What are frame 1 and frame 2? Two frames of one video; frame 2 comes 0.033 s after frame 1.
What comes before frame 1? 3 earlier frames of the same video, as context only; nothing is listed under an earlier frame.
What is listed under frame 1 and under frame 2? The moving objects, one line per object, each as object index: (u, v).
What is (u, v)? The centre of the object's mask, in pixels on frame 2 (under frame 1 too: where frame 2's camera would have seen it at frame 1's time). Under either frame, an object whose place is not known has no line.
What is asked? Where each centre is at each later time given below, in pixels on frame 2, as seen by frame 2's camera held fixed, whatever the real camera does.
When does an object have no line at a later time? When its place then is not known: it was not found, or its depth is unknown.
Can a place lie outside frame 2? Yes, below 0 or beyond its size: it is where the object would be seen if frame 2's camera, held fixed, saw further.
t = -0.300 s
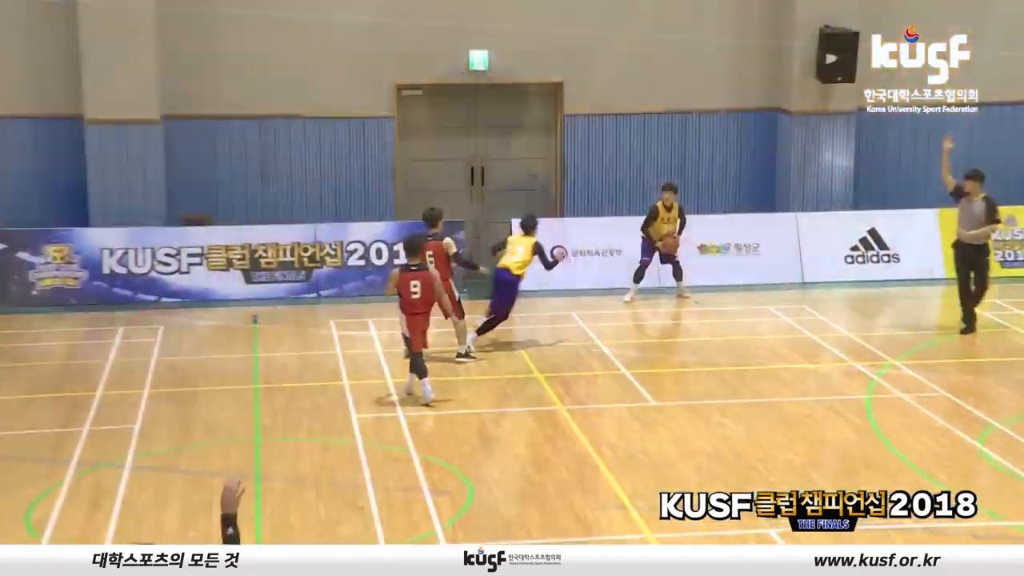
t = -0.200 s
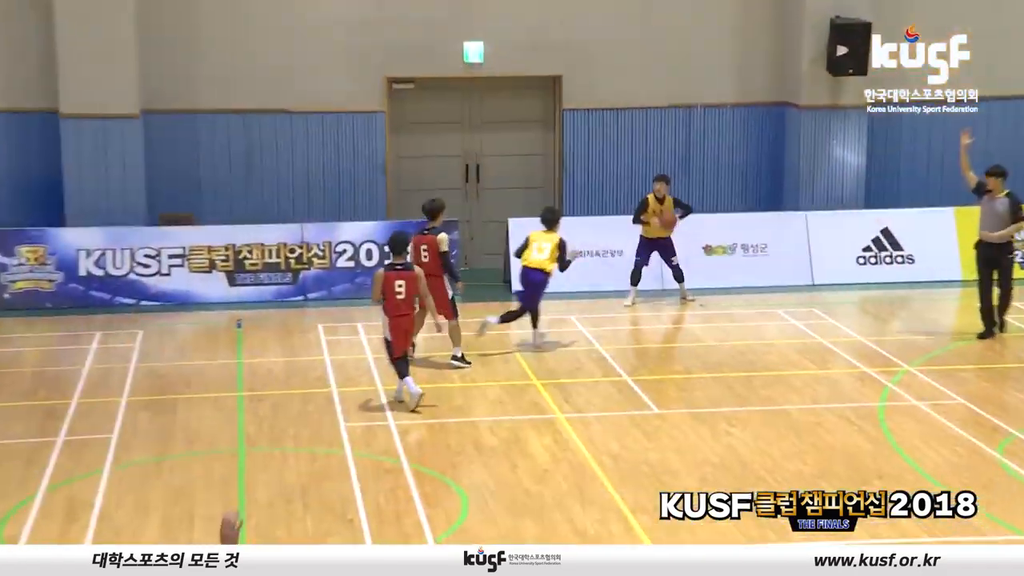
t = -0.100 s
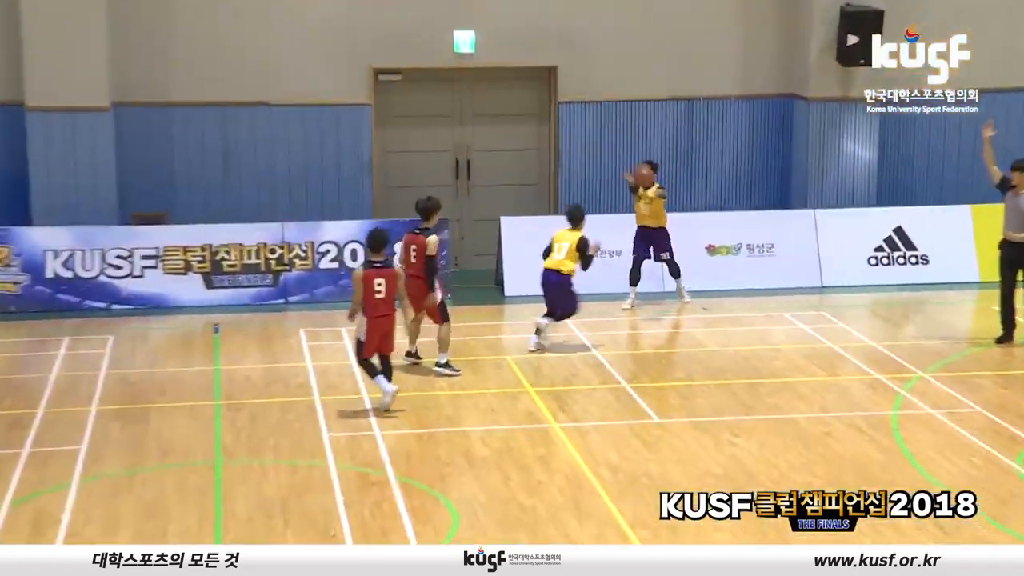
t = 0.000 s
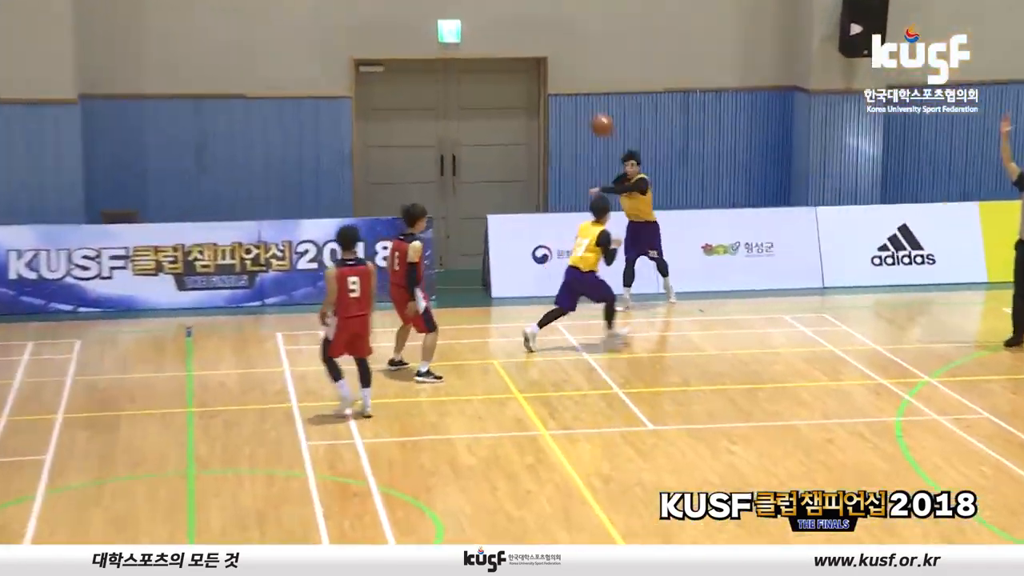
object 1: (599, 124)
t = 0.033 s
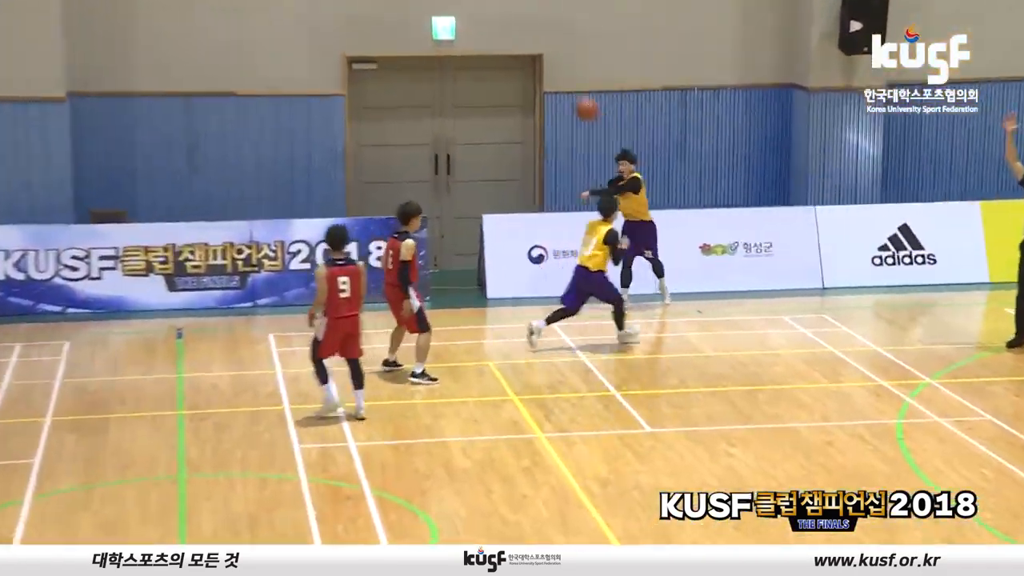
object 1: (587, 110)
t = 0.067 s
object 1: (573, 97)
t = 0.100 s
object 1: (559, 82)
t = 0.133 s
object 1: (545, 68)
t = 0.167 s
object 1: (530, 54)
